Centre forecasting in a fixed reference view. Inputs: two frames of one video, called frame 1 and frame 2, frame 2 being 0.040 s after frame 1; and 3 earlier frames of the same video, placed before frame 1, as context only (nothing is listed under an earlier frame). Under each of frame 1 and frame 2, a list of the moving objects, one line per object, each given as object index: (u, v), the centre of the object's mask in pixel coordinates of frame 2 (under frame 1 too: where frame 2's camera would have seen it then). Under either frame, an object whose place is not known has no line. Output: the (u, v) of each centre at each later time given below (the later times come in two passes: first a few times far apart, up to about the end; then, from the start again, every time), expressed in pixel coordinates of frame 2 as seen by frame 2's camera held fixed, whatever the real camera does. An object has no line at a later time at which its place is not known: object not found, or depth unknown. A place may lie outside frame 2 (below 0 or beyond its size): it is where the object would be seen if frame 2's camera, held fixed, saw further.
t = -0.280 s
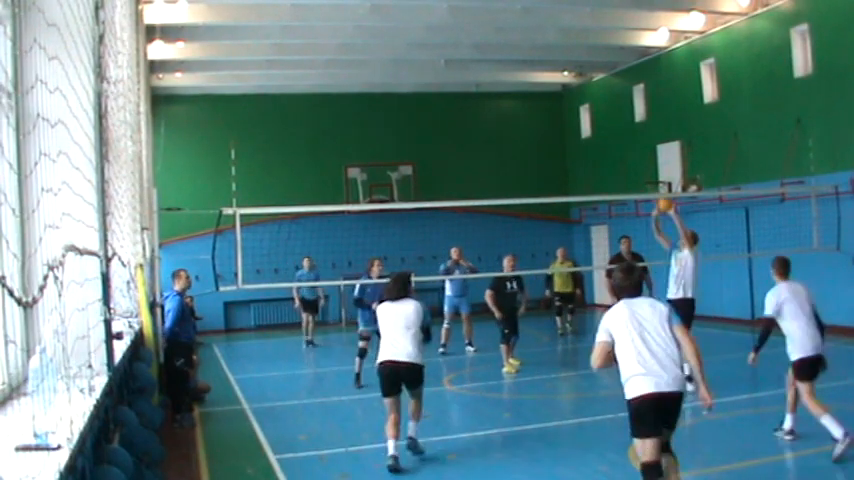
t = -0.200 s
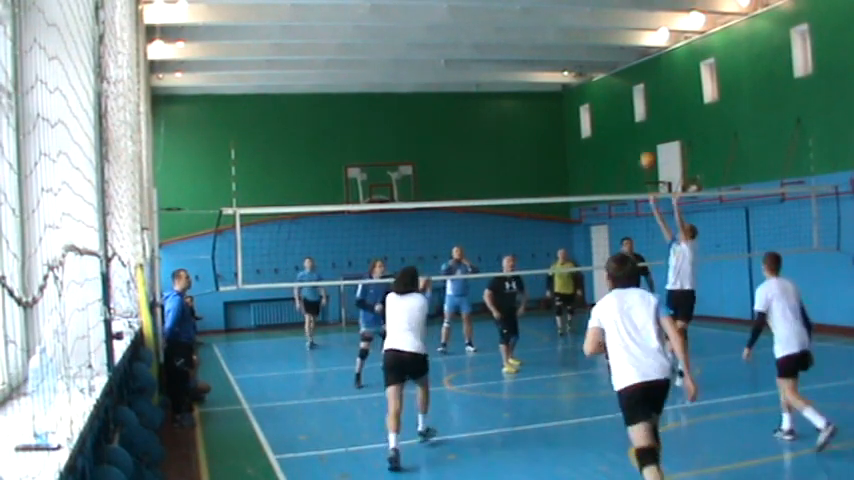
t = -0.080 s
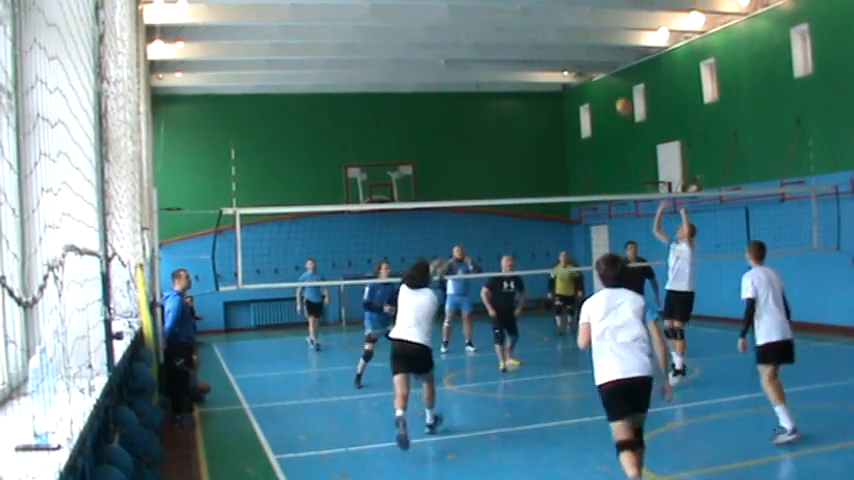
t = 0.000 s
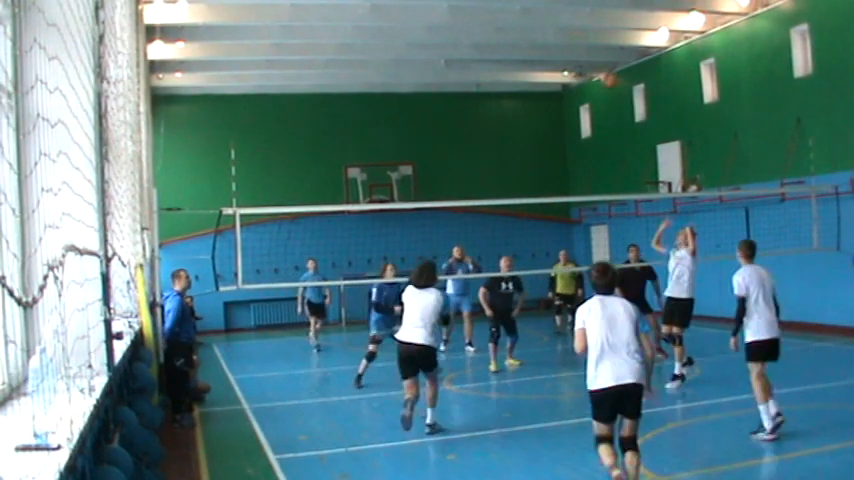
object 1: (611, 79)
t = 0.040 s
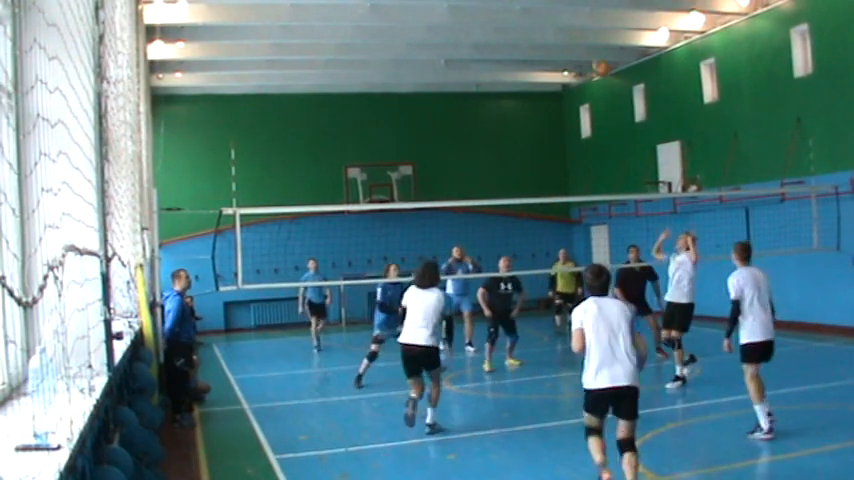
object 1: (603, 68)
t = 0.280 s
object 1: (562, 26)
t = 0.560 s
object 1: (516, 37)
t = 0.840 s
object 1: (476, 107)
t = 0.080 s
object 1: (597, 57)
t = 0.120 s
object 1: (589, 47)
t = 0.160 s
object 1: (582, 40)
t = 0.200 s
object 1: (575, 34)
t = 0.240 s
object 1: (569, 30)
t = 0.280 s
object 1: (562, 26)
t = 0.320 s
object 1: (556, 24)
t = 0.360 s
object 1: (549, 23)
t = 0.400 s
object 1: (542, 23)
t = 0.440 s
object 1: (535, 25)
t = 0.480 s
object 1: (528, 28)
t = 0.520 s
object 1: (522, 32)
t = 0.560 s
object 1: (516, 37)
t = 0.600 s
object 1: (510, 43)
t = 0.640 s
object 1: (504, 50)
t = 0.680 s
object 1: (498, 59)
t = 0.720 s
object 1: (493, 69)
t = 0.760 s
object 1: (487, 81)
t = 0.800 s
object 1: (481, 94)
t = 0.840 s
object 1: (476, 107)
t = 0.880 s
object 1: (471, 122)
